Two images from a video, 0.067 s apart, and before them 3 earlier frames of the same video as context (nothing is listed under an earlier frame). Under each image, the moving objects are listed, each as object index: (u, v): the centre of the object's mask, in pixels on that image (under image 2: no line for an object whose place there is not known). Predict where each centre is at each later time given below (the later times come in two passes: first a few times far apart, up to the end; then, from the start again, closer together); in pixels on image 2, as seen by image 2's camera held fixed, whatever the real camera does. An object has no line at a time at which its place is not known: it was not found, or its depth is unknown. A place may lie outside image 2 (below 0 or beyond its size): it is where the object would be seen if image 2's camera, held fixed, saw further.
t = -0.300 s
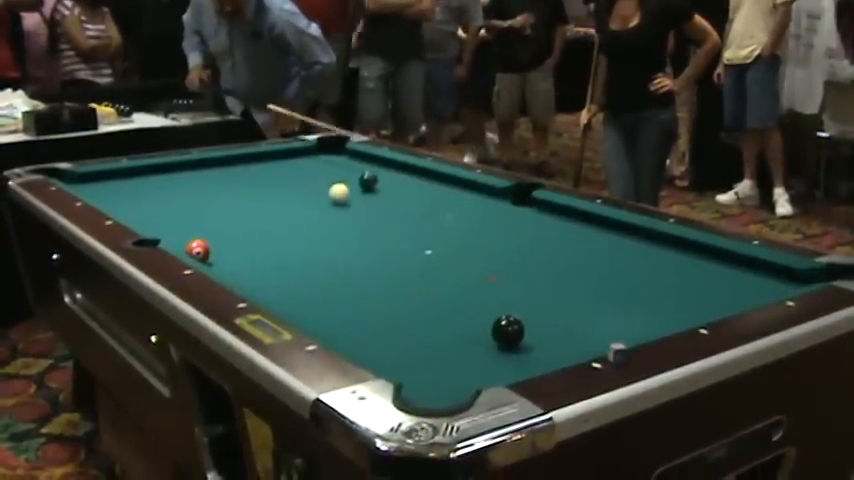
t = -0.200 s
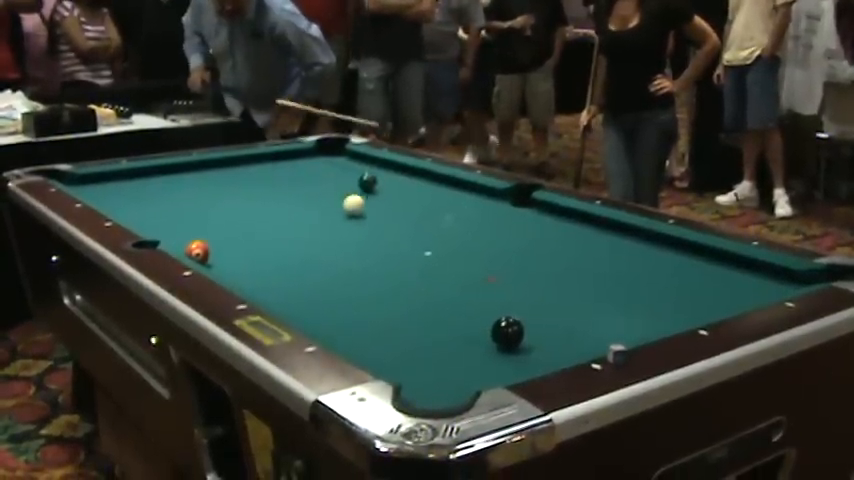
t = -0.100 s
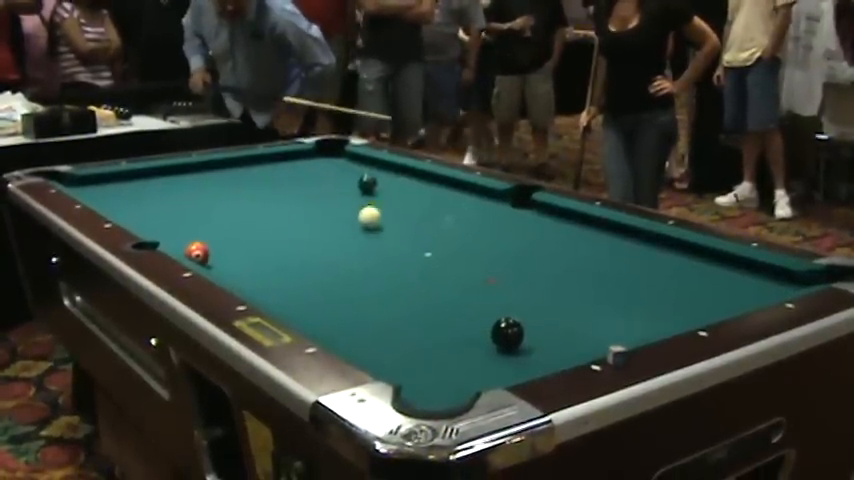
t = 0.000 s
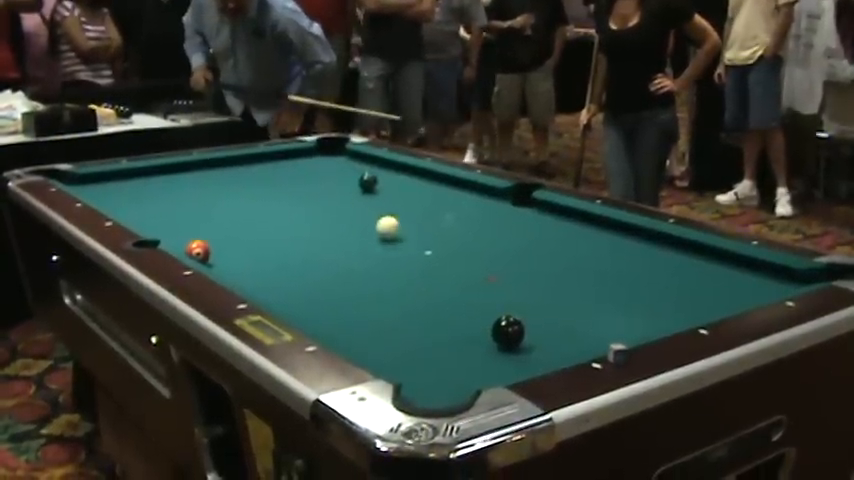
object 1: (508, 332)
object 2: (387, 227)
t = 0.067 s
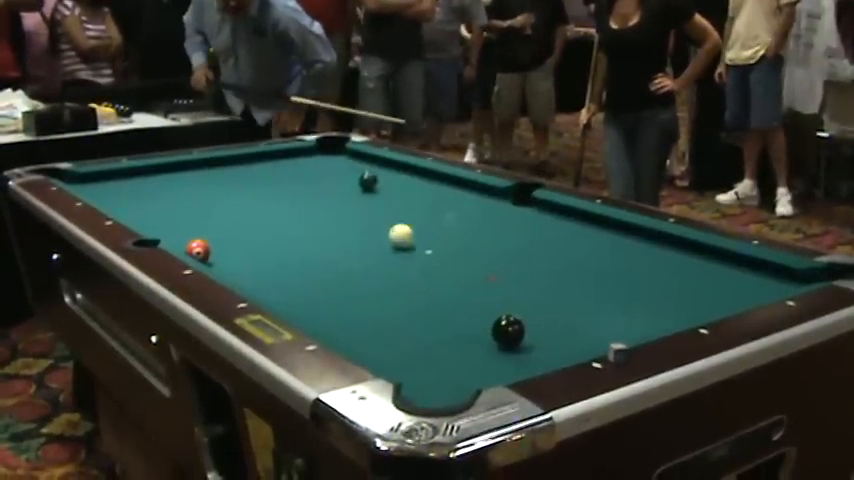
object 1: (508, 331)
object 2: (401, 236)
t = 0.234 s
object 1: (508, 331)
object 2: (438, 261)
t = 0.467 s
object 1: (507, 331)
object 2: (499, 301)
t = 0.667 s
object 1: (493, 339)
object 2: (582, 337)
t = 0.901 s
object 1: (463, 355)
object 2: (567, 324)
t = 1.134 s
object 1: (432, 370)
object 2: (533, 302)
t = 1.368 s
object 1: (428, 379)
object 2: (502, 283)
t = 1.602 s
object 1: (453, 378)
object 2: (476, 267)
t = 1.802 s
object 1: (470, 376)
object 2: (456, 254)
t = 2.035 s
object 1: (487, 371)
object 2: (436, 241)
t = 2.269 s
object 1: (502, 367)
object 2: (418, 231)
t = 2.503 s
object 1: (510, 365)
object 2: (403, 221)
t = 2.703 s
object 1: (512, 364)
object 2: (391, 213)
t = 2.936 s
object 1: (514, 363)
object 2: (379, 206)
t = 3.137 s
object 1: (514, 363)
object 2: (369, 200)
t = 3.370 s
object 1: (514, 363)
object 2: (359, 193)
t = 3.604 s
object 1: (514, 363)
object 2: (351, 188)
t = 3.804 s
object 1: (514, 363)
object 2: (344, 184)
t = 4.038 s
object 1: (514, 364)
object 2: (337, 180)
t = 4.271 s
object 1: (514, 363)
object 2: (330, 176)
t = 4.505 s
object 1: (514, 363)
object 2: (324, 173)
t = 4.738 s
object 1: (514, 363)
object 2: (319, 169)
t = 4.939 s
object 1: (514, 363)
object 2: (315, 167)
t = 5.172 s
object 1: (514, 363)
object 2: (311, 165)
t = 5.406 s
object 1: (514, 363)
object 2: (307, 163)
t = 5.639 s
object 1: (514, 363)
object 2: (305, 162)
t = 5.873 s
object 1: (514, 363)
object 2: (302, 161)
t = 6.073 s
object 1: (514, 363)
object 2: (300, 160)
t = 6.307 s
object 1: (514, 363)
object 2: (299, 159)
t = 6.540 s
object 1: (514, 363)
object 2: (299, 159)
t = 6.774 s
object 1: (514, 363)
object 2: (298, 159)
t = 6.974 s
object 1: (514, 363)
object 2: (298, 159)
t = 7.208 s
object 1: (514, 363)
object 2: (298, 159)
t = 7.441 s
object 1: (514, 363)
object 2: (298, 159)
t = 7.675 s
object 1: (514, 363)
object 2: (298, 159)
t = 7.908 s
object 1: (514, 363)
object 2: (299, 159)
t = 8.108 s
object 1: (514, 363)
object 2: (298, 159)
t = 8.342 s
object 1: (514, 363)
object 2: (299, 159)
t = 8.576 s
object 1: (514, 363)
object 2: (298, 159)
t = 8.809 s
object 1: (514, 363)
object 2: (299, 159)
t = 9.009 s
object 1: (514, 363)
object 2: (299, 159)
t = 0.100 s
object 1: (508, 331)
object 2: (408, 240)
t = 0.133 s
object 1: (508, 331)
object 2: (415, 245)
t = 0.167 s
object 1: (508, 331)
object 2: (422, 250)
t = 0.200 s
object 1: (508, 331)
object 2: (430, 255)
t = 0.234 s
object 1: (508, 331)
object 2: (438, 261)
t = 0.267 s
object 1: (508, 331)
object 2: (446, 266)
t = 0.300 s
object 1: (508, 331)
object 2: (454, 272)
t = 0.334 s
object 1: (508, 331)
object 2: (463, 278)
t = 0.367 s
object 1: (507, 330)
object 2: (471, 283)
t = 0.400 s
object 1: (508, 331)
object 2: (480, 290)
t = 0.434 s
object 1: (507, 331)
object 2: (490, 296)
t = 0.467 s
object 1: (507, 331)
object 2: (499, 301)
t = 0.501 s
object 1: (508, 332)
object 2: (509, 306)
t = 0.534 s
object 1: (508, 332)
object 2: (522, 313)
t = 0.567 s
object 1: (506, 333)
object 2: (535, 322)
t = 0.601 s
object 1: (501, 334)
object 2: (550, 328)
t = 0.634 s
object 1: (497, 337)
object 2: (565, 333)
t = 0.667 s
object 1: (493, 339)
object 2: (582, 337)
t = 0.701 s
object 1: (488, 341)
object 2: (597, 340)
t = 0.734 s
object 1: (484, 344)
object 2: (595, 339)
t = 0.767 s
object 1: (480, 346)
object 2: (590, 337)
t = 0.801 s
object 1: (475, 348)
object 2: (584, 334)
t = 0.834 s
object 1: (471, 350)
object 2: (578, 331)
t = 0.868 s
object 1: (467, 352)
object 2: (573, 327)
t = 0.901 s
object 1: (463, 355)
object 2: (567, 324)
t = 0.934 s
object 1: (458, 357)
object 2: (563, 321)
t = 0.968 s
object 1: (454, 360)
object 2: (557, 317)
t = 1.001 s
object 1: (450, 362)
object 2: (552, 314)
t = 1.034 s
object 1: (446, 364)
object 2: (546, 311)
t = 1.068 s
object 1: (441, 366)
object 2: (542, 308)
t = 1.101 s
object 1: (437, 368)
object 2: (537, 305)
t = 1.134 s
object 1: (432, 370)
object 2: (533, 302)
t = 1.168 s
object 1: (428, 372)
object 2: (528, 299)
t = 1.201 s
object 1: (424, 375)
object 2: (524, 297)
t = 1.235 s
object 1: (419, 377)
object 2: (519, 293)
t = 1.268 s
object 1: (416, 379)
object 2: (515, 290)
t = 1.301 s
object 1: (420, 379)
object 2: (510, 288)
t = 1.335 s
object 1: (424, 379)
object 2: (506, 285)
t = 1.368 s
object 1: (428, 379)
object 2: (502, 283)
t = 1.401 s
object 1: (431, 379)
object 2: (498, 281)
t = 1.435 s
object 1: (435, 378)
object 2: (494, 278)
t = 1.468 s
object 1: (439, 379)
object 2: (491, 275)
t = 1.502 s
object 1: (442, 378)
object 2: (487, 273)
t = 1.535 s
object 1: (446, 378)
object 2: (483, 271)
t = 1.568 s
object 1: (449, 378)
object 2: (480, 269)
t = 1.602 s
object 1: (453, 378)
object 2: (476, 267)
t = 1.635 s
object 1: (456, 377)
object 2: (473, 264)
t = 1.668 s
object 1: (459, 378)
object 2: (469, 262)
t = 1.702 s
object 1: (462, 377)
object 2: (466, 260)
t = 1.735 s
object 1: (465, 376)
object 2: (463, 258)
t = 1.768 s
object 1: (467, 376)
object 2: (459, 256)
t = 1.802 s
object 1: (470, 376)
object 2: (456, 254)
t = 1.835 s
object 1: (472, 375)
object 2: (453, 252)
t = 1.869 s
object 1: (474, 374)
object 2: (450, 250)
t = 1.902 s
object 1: (477, 373)
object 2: (447, 249)
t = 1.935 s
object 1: (480, 373)
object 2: (444, 247)
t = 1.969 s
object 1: (483, 372)
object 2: (442, 245)
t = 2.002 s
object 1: (485, 371)
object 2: (439, 243)
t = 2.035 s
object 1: (487, 371)
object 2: (436, 241)
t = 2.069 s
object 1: (489, 370)
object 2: (433, 240)
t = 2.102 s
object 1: (492, 369)
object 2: (431, 238)
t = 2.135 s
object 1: (494, 369)
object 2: (428, 237)
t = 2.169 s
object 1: (496, 368)
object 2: (426, 235)
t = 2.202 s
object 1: (498, 368)
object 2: (423, 234)
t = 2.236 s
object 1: (501, 368)
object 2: (421, 233)
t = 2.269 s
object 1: (502, 367)
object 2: (418, 231)
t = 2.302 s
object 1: (504, 367)
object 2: (416, 229)
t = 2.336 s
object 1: (505, 367)
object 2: (414, 228)
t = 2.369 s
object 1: (507, 366)
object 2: (411, 226)
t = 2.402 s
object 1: (508, 366)
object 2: (409, 226)
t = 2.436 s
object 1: (509, 366)
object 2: (407, 224)
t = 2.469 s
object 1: (509, 365)
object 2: (405, 223)
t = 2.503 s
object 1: (510, 365)
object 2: (403, 221)
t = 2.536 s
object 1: (510, 365)
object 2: (401, 220)
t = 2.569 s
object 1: (511, 365)
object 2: (399, 218)
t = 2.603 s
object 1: (511, 365)
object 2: (397, 217)
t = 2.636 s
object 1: (512, 365)
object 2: (395, 216)
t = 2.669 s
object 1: (512, 364)
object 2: (393, 215)
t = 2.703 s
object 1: (512, 364)
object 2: (391, 213)
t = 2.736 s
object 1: (512, 364)
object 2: (389, 212)
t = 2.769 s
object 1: (513, 364)
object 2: (388, 211)
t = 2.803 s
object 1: (513, 364)
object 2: (386, 211)
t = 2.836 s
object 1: (513, 364)
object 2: (384, 209)
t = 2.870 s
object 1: (513, 364)
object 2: (383, 208)
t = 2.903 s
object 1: (513, 364)
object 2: (381, 207)
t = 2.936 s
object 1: (514, 363)
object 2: (379, 206)
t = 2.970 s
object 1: (514, 363)
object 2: (377, 205)
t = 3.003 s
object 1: (514, 364)
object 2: (376, 204)
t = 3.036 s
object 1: (514, 363)
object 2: (374, 203)
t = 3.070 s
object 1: (514, 363)
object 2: (372, 201)
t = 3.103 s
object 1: (514, 364)
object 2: (370, 201)
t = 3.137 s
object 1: (514, 363)
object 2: (369, 200)
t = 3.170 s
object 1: (514, 363)
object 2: (367, 198)
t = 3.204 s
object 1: (514, 363)
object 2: (366, 198)
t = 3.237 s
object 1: (514, 363)
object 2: (365, 197)
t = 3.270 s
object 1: (514, 363)
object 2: (363, 196)
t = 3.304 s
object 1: (514, 363)
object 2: (362, 195)
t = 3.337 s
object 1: (513, 363)
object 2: (360, 194)
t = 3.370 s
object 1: (514, 363)
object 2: (359, 193)
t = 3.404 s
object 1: (514, 363)
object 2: (358, 193)
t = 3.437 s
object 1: (514, 363)
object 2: (356, 192)
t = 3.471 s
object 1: (514, 363)
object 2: (355, 191)
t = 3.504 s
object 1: (514, 363)
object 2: (354, 190)
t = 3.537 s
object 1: (514, 363)
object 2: (353, 190)
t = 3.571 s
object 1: (514, 363)
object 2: (352, 189)
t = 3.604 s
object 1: (514, 363)
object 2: (351, 188)
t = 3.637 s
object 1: (514, 363)
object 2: (350, 187)
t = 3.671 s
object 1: (514, 363)
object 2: (349, 187)
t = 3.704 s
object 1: (514, 363)
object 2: (348, 186)
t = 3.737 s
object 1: (514, 363)
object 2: (347, 185)
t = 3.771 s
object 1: (514, 363)
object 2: (346, 185)
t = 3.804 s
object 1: (514, 363)
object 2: (344, 184)
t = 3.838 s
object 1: (514, 363)
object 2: (343, 183)
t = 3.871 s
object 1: (514, 363)
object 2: (342, 182)
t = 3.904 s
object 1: (514, 363)
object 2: (340, 182)
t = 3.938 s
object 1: (514, 364)
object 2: (339, 181)
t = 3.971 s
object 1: (514, 363)
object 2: (338, 180)
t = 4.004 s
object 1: (514, 363)
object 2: (338, 180)
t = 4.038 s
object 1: (514, 364)
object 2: (337, 180)
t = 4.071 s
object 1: (514, 364)
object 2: (336, 179)
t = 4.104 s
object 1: (514, 363)
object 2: (335, 179)
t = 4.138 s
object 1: (514, 363)
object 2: (334, 178)
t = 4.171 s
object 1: (514, 363)
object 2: (333, 177)
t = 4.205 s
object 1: (514, 363)
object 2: (332, 177)
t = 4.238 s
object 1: (514, 363)
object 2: (331, 176)
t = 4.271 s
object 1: (514, 363)
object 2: (330, 176)
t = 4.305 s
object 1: (514, 363)
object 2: (329, 175)
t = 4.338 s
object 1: (514, 363)
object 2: (328, 175)
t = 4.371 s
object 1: (514, 363)
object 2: (327, 175)
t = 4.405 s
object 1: (514, 363)
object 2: (327, 174)
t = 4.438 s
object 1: (514, 363)
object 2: (326, 174)
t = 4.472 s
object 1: (514, 363)
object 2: (325, 173)
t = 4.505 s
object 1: (514, 363)
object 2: (324, 173)
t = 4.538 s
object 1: (514, 363)
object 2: (323, 172)
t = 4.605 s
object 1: (514, 363)
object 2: (322, 171)
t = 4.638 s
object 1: (514, 363)
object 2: (321, 170)
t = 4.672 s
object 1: (514, 363)
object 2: (320, 170)
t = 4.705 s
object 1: (514, 363)
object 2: (319, 170)
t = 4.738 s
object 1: (514, 363)
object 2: (319, 169)
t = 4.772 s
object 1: (514, 363)
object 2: (318, 169)
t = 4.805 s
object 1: (514, 363)
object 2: (317, 169)
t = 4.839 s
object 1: (514, 363)
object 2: (317, 168)
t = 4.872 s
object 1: (514, 363)
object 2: (316, 168)
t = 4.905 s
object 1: (514, 363)
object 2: (315, 167)
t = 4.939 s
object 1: (514, 363)
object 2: (315, 167)
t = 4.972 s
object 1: (514, 363)
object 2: (314, 167)
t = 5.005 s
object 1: (514, 363)
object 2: (314, 166)
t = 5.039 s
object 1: (514, 363)
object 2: (313, 166)
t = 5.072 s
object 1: (514, 363)
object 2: (312, 165)
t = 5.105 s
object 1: (514, 363)
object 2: (312, 165)
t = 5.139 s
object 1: (514, 363)
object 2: (311, 165)
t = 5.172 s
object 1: (514, 363)
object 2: (311, 165)
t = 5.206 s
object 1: (514, 363)
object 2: (310, 165)
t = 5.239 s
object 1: (514, 363)
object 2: (310, 164)
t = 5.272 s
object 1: (514, 363)
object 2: (309, 164)
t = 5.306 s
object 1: (514, 363)
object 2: (309, 164)
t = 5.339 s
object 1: (514, 363)
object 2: (308, 164)
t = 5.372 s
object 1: (514, 363)
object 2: (307, 164)
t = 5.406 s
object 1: (514, 363)
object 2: (307, 163)
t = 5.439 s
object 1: (514, 363)
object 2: (307, 163)
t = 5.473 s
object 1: (514, 363)
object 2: (307, 163)
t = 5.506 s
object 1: (514, 363)
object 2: (306, 163)
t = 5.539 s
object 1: (514, 363)
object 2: (306, 162)
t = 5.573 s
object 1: (514, 363)
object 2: (305, 162)
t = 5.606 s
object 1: (514, 363)
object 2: (305, 162)
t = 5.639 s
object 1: (514, 363)
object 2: (305, 162)
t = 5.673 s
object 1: (514, 363)
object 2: (304, 161)
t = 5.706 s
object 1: (514, 363)
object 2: (304, 161)
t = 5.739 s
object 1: (514, 363)
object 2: (303, 161)
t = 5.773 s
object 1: (514, 363)
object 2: (303, 161)
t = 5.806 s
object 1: (514, 363)
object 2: (303, 161)
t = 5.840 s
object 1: (514, 363)
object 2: (302, 161)
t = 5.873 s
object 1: (514, 363)
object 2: (302, 161)
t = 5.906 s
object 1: (514, 363)
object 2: (302, 160)
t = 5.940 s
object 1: (514, 363)
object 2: (302, 160)
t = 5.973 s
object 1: (514, 363)
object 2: (301, 160)
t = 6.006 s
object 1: (514, 363)
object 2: (301, 160)
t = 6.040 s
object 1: (514, 363)
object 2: (301, 160)
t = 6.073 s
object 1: (514, 363)
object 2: (300, 160)
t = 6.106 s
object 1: (514, 363)
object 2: (300, 160)
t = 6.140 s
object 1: (514, 363)
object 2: (300, 160)
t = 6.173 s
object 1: (514, 363)
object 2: (299, 160)
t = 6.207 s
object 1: (514, 363)
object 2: (299, 160)
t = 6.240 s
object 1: (514, 363)
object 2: (300, 160)
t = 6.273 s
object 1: (514, 363)
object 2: (299, 160)
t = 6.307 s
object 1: (514, 363)
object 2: (299, 159)
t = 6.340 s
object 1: (514, 363)
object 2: (299, 159)
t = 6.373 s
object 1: (514, 363)
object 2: (299, 159)
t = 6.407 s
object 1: (514, 363)
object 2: (299, 159)
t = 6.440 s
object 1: (514, 363)
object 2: (299, 159)
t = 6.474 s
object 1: (514, 363)
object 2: (298, 159)
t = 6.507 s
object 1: (514, 363)
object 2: (299, 159)
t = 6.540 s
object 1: (514, 363)
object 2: (299, 159)
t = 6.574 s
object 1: (514, 363)
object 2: (298, 159)
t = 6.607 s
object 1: (514, 363)
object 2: (298, 159)
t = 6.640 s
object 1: (514, 363)
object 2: (298, 159)
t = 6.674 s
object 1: (514, 363)
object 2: (298, 159)
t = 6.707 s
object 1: (514, 363)
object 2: (298, 159)
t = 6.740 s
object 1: (514, 363)
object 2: (298, 159)
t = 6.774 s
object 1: (514, 363)
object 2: (298, 159)
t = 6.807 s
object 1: (514, 363)
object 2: (298, 159)
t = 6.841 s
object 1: (514, 363)
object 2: (298, 159)
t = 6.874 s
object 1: (514, 364)
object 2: (298, 159)
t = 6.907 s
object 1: (514, 363)
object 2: (298, 159)
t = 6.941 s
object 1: (514, 363)
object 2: (298, 159)
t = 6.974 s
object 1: (514, 363)
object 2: (298, 159)
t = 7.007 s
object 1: (514, 363)
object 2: (298, 159)
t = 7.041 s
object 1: (514, 363)
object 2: (298, 159)
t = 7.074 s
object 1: (514, 363)
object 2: (298, 159)
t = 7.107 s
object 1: (514, 363)
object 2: (298, 159)
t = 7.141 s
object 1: (514, 363)
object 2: (298, 159)
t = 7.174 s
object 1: (514, 363)
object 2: (298, 159)
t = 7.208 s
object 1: (514, 363)
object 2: (298, 159)
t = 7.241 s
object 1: (514, 363)
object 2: (298, 159)
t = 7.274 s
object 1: (514, 363)
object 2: (298, 159)
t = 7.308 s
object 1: (514, 363)
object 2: (298, 159)
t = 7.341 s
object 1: (514, 363)
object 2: (298, 159)
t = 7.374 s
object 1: (514, 363)
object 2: (298, 159)
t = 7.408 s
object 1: (514, 363)
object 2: (298, 159)
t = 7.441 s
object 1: (514, 363)
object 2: (298, 159)
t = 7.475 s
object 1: (514, 363)
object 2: (298, 159)
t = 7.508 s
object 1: (514, 363)
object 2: (298, 159)
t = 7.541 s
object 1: (514, 363)
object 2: (298, 159)
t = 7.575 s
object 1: (514, 363)
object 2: (298, 159)
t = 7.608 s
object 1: (514, 363)
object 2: (298, 159)
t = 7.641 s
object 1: (514, 363)
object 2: (298, 159)
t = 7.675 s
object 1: (514, 363)
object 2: (298, 159)
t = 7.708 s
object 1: (514, 363)
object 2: (298, 159)
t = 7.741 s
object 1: (514, 363)
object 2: (298, 159)
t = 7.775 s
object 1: (514, 363)
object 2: (298, 159)
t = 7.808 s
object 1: (514, 363)
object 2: (299, 159)
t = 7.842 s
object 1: (514, 363)
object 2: (298, 159)
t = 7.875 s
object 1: (514, 363)
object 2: (299, 159)
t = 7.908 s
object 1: (514, 363)
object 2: (299, 159)
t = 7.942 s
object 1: (514, 363)
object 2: (298, 159)
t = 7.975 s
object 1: (514, 363)
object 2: (298, 159)
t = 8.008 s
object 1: (514, 363)
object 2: (298, 159)
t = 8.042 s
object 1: (514, 363)
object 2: (298, 159)
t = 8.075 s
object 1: (514, 363)
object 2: (298, 159)
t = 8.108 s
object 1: (514, 363)
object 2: (298, 159)
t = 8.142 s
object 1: (514, 363)
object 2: (298, 159)
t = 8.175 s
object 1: (514, 363)
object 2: (299, 159)
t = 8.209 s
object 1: (514, 363)
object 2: (298, 159)
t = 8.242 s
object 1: (514, 363)
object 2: (298, 159)
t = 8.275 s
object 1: (514, 363)
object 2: (298, 159)
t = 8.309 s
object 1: (514, 363)
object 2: (299, 159)
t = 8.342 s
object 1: (514, 363)
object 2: (299, 159)
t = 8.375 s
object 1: (514, 363)
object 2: (298, 159)
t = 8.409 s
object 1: (514, 363)
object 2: (298, 159)
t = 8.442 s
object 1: (514, 363)
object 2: (298, 159)
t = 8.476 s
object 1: (514, 363)
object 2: (298, 159)
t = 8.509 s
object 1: (514, 363)
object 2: (299, 159)
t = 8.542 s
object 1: (514, 363)
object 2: (299, 159)
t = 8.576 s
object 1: (514, 363)
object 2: (298, 159)
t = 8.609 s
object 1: (514, 363)
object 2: (298, 158)
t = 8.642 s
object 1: (514, 363)
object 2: (299, 158)
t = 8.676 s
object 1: (514, 363)
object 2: (299, 159)
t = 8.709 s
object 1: (514, 363)
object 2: (299, 159)
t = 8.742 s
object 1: (514, 363)
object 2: (299, 159)
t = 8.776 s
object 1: (514, 363)
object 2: (299, 159)
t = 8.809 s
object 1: (514, 363)
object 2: (299, 159)
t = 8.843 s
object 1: (514, 363)
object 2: (299, 159)
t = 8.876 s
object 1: (514, 363)
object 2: (299, 159)
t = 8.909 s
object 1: (514, 363)
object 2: (299, 159)
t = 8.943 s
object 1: (514, 363)
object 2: (299, 159)
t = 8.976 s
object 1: (514, 363)
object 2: (299, 159)
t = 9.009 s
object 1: (514, 363)
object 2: (299, 159)
